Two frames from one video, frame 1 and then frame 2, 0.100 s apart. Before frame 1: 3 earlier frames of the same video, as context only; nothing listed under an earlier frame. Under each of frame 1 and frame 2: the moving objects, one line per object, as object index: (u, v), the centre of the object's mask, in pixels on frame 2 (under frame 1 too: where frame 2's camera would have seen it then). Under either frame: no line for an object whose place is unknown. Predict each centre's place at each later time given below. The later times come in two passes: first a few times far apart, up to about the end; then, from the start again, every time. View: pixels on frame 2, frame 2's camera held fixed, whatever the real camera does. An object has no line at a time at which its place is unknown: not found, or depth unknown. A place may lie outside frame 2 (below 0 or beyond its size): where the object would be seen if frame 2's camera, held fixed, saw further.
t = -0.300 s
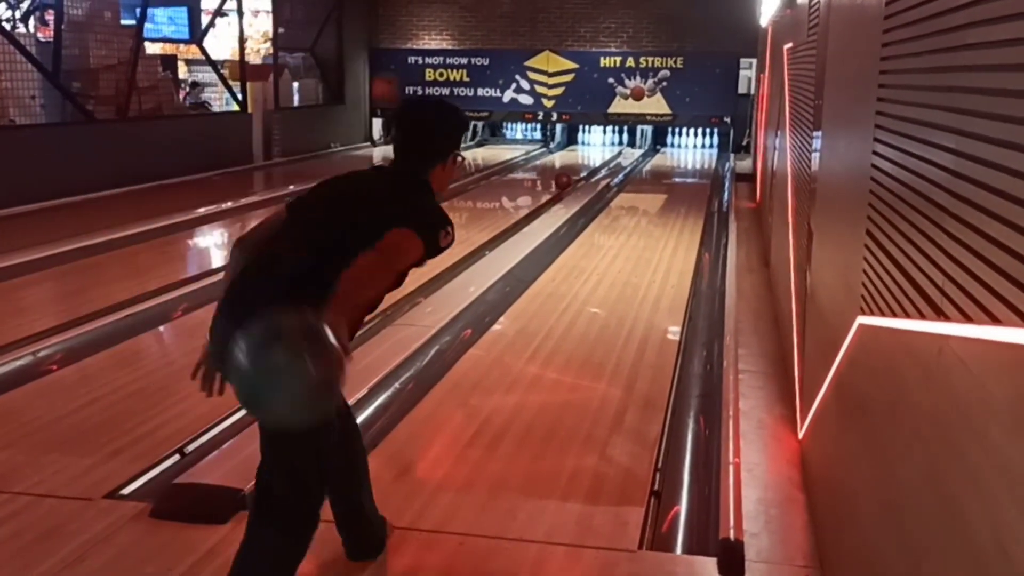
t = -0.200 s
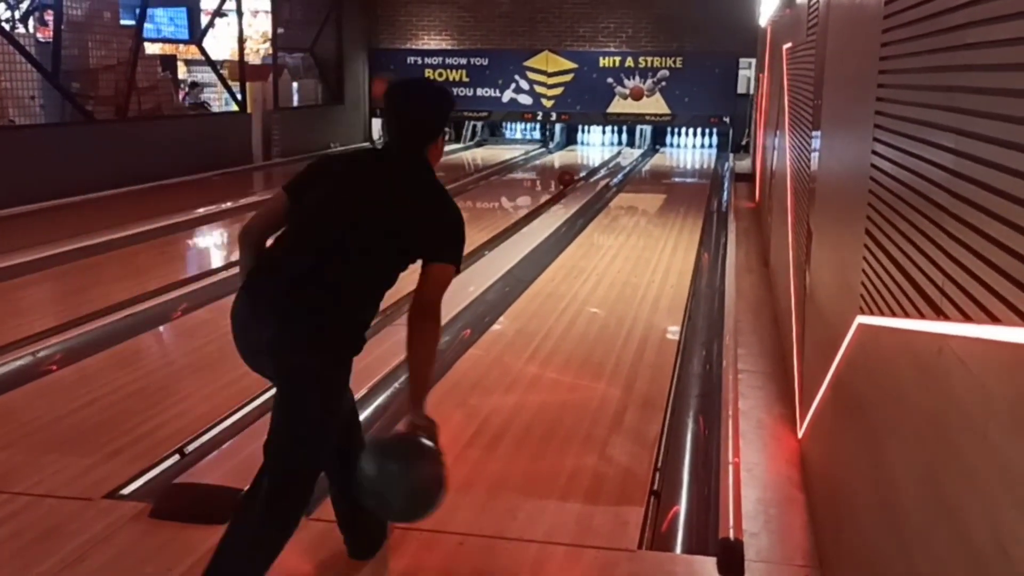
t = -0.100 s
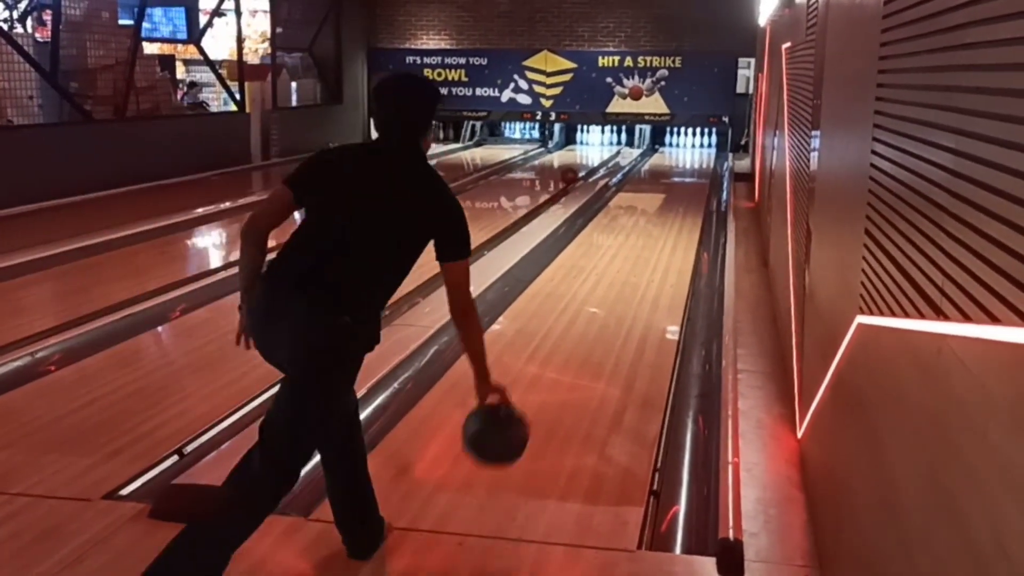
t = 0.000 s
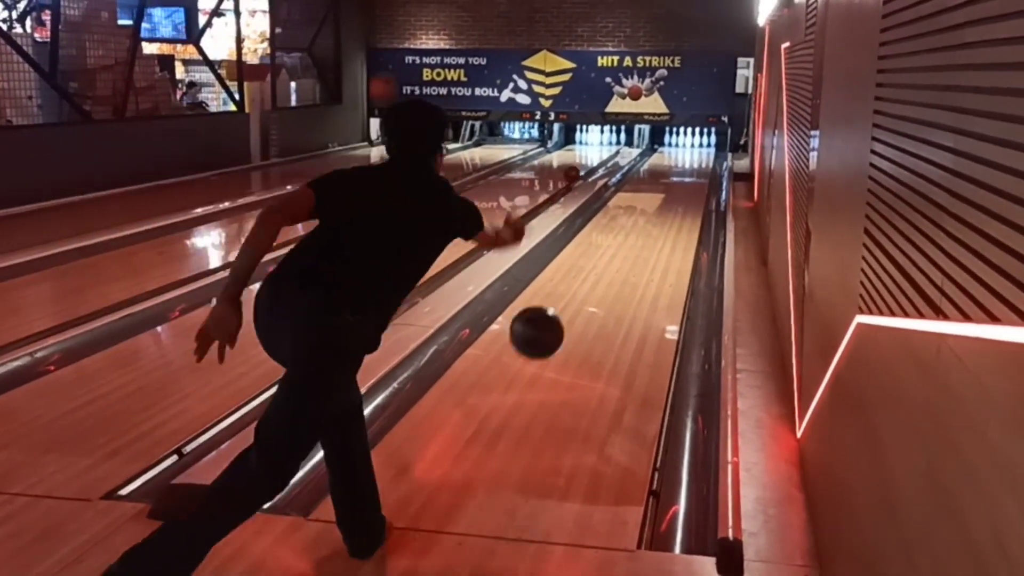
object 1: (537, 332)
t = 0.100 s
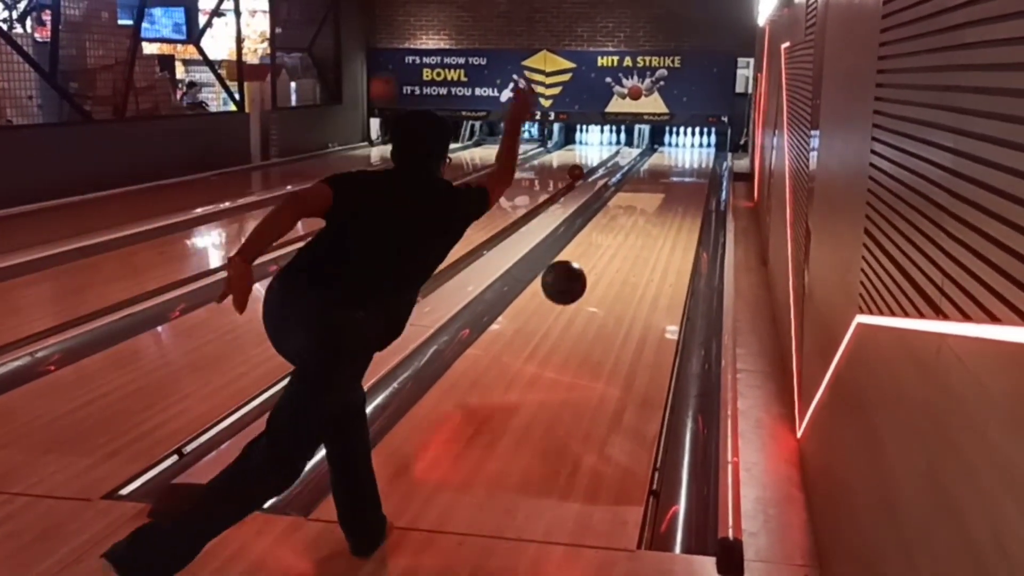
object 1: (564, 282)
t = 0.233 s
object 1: (588, 264)
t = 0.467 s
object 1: (615, 250)
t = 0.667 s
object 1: (629, 220)
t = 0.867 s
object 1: (639, 200)
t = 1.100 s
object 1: (647, 182)
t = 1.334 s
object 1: (652, 170)
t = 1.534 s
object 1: (656, 160)
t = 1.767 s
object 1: (658, 153)
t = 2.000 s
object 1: (659, 146)
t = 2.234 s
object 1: (661, 141)
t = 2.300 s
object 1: (656, 141)
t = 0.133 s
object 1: (571, 274)
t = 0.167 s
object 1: (577, 268)
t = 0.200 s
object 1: (583, 265)
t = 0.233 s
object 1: (588, 264)
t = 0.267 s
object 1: (593, 264)
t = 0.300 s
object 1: (597, 267)
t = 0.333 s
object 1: (601, 271)
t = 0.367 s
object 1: (605, 269)
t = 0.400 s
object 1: (608, 262)
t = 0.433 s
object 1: (612, 256)
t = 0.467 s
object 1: (615, 250)
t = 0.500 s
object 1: (617, 244)
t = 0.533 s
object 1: (620, 239)
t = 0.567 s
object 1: (622, 234)
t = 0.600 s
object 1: (625, 229)
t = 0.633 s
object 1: (626, 224)
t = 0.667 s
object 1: (629, 220)
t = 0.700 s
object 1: (631, 217)
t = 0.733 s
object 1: (633, 212)
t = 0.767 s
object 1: (634, 209)
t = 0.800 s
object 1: (636, 206)
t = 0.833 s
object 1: (637, 202)
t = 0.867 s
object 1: (639, 200)
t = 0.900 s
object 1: (640, 197)
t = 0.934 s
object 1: (641, 195)
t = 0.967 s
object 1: (643, 192)
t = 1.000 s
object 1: (644, 189)
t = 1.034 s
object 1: (645, 187)
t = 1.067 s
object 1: (646, 184)
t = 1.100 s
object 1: (647, 182)
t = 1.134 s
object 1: (648, 180)
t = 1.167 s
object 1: (648, 178)
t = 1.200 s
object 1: (650, 176)
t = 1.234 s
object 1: (650, 174)
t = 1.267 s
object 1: (651, 173)
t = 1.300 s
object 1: (652, 171)
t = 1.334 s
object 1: (652, 170)
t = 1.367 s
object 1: (653, 168)
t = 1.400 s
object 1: (654, 167)
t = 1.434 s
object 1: (654, 164)
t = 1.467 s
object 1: (655, 163)
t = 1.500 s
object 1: (656, 162)
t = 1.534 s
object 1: (656, 160)
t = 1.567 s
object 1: (656, 159)
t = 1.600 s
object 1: (657, 158)
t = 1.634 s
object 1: (657, 157)
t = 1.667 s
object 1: (658, 156)
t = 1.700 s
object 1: (657, 155)
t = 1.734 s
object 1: (658, 154)
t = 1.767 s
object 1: (658, 153)
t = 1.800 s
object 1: (658, 152)
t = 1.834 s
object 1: (658, 151)
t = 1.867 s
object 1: (658, 149)
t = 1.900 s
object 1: (658, 148)
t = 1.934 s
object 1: (658, 148)
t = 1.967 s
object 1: (658, 147)
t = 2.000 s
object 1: (659, 146)
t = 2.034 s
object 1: (659, 145)
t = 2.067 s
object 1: (659, 145)
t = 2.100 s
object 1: (660, 143)
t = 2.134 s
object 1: (660, 142)
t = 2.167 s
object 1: (661, 142)
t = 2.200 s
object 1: (661, 141)
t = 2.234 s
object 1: (661, 141)
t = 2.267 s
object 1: (658, 140)
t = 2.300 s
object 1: (656, 141)
